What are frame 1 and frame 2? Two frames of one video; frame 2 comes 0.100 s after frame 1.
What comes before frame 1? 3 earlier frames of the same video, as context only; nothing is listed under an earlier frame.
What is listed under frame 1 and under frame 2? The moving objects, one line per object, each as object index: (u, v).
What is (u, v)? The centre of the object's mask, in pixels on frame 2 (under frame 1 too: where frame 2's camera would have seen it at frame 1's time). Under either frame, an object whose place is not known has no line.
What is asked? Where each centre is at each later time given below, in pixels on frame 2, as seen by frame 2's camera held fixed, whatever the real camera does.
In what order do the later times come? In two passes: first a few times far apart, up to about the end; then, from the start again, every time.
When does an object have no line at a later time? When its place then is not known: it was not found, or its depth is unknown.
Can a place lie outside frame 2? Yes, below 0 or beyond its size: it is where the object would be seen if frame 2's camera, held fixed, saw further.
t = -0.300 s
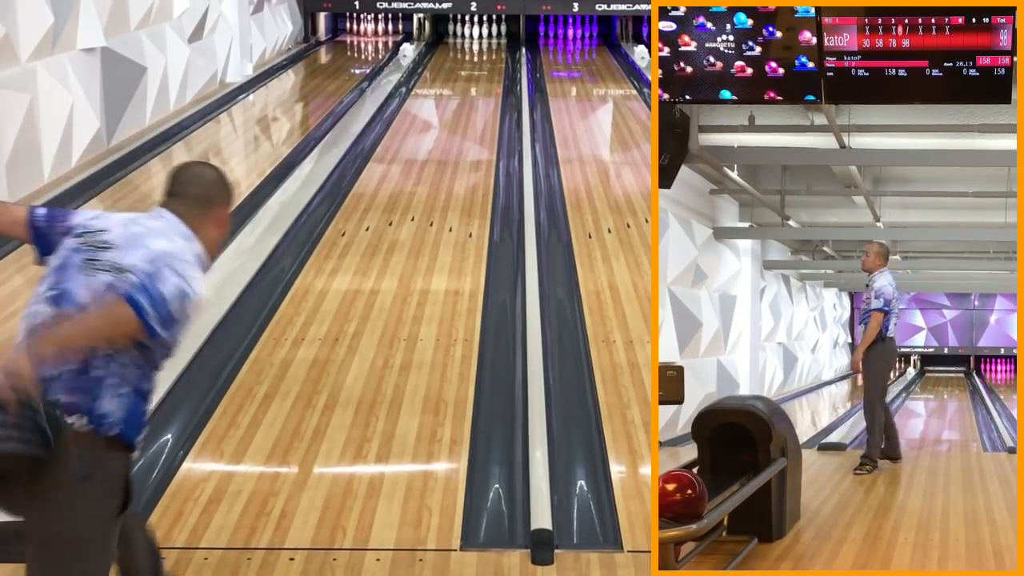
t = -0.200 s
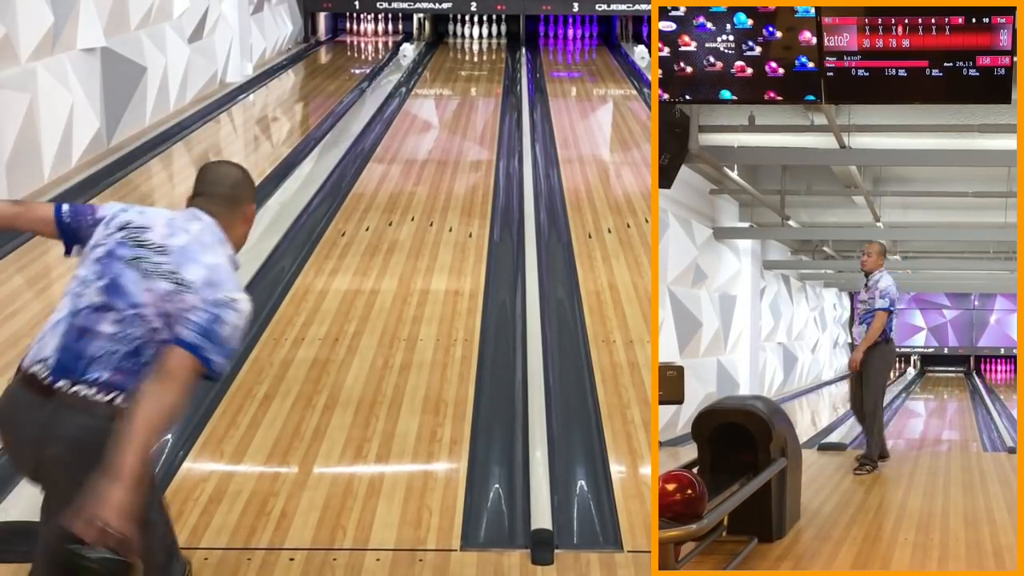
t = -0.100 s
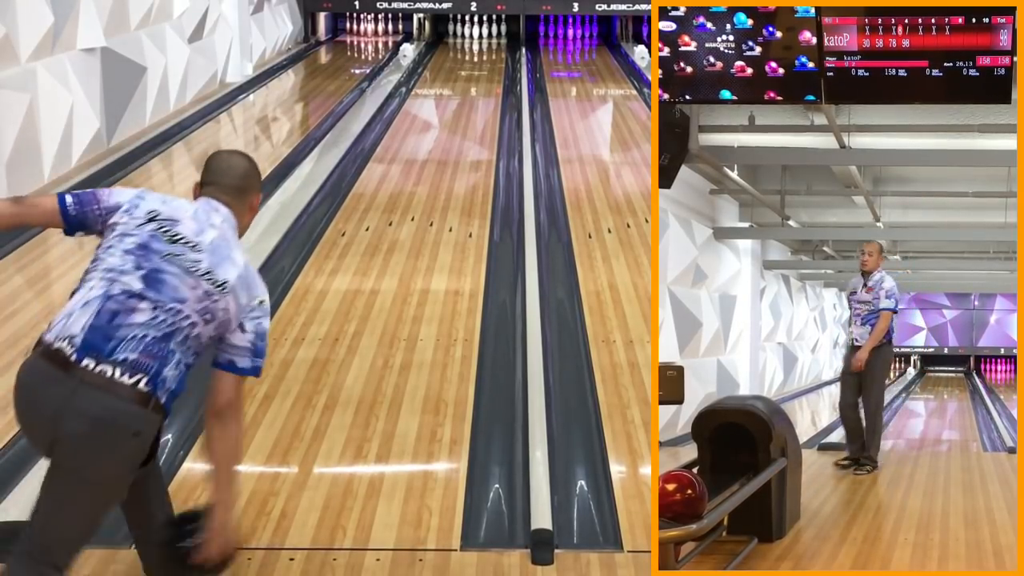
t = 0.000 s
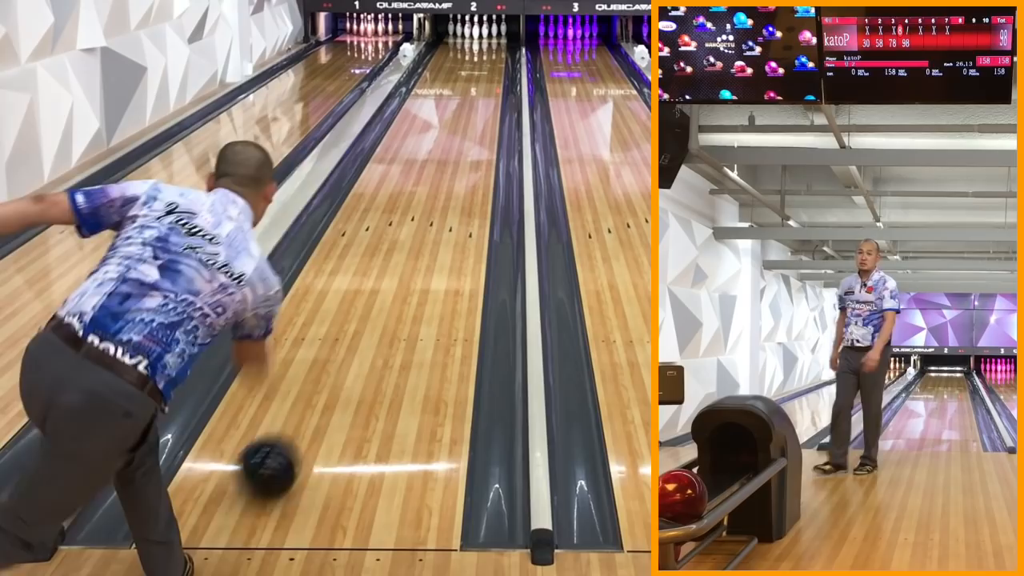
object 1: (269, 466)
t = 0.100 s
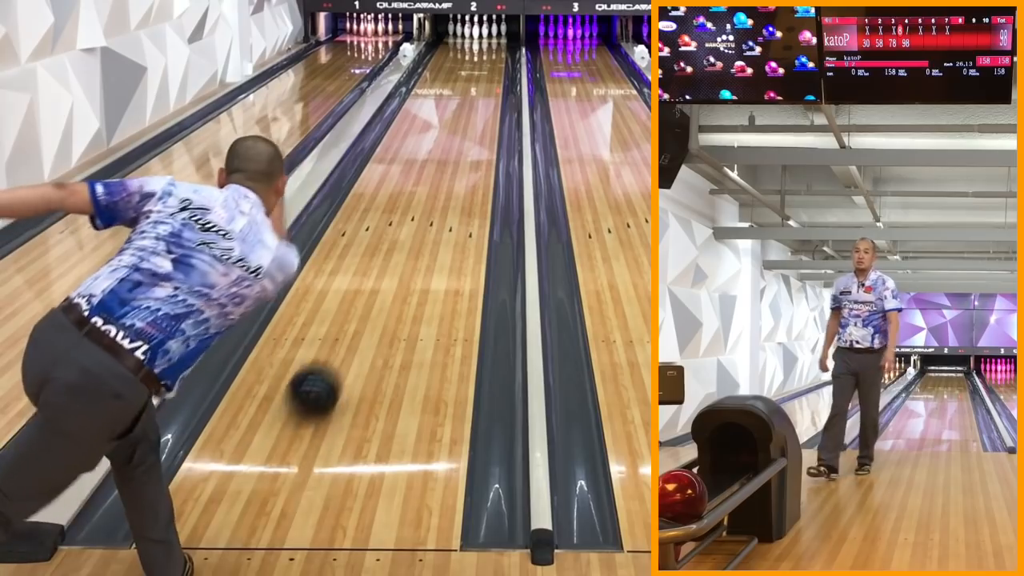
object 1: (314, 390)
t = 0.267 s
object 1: (366, 300)
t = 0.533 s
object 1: (416, 211)
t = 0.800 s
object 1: (445, 156)
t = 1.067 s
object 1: (464, 119)
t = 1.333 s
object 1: (477, 92)
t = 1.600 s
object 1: (485, 72)
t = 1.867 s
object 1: (488, 56)
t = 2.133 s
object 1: (487, 44)
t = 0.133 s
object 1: (326, 370)
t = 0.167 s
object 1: (338, 349)
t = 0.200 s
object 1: (348, 332)
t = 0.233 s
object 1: (357, 316)
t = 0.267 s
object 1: (366, 300)
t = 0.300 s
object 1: (374, 286)
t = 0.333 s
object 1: (381, 273)
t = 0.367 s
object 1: (388, 261)
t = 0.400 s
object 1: (394, 250)
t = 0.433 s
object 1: (400, 239)
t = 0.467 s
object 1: (406, 229)
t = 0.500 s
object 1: (411, 219)
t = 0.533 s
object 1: (416, 211)
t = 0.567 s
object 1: (420, 202)
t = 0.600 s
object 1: (424, 195)
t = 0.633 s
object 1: (428, 187)
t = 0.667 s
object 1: (432, 181)
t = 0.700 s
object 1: (436, 174)
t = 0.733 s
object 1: (439, 168)
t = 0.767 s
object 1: (442, 162)
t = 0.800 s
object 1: (445, 156)
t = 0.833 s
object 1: (448, 151)
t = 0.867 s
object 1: (450, 146)
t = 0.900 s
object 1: (453, 140)
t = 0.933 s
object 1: (455, 136)
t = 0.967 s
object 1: (458, 131)
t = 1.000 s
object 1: (460, 127)
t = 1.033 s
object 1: (462, 123)
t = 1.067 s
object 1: (464, 119)
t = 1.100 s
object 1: (466, 115)
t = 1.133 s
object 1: (468, 111)
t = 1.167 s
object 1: (469, 108)
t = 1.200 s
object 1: (471, 105)
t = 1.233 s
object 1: (473, 101)
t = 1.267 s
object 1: (474, 98)
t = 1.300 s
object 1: (475, 95)
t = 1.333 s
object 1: (477, 92)
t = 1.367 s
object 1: (478, 89)
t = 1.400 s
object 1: (480, 86)
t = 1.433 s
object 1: (481, 84)
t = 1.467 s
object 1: (482, 81)
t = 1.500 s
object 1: (482, 79)
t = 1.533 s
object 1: (483, 77)
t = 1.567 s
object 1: (484, 74)
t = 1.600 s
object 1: (485, 72)
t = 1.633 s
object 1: (485, 70)
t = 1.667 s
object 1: (486, 68)
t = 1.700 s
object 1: (487, 65)
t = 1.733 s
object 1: (487, 64)
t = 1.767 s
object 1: (488, 61)
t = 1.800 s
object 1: (488, 60)
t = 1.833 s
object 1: (488, 57)
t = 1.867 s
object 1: (488, 56)
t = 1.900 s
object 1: (488, 54)
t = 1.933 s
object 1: (489, 52)
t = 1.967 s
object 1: (489, 51)
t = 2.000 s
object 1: (488, 50)
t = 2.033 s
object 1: (488, 48)
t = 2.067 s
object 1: (488, 46)
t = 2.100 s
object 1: (488, 45)
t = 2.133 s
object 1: (487, 44)
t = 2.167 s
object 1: (486, 43)
